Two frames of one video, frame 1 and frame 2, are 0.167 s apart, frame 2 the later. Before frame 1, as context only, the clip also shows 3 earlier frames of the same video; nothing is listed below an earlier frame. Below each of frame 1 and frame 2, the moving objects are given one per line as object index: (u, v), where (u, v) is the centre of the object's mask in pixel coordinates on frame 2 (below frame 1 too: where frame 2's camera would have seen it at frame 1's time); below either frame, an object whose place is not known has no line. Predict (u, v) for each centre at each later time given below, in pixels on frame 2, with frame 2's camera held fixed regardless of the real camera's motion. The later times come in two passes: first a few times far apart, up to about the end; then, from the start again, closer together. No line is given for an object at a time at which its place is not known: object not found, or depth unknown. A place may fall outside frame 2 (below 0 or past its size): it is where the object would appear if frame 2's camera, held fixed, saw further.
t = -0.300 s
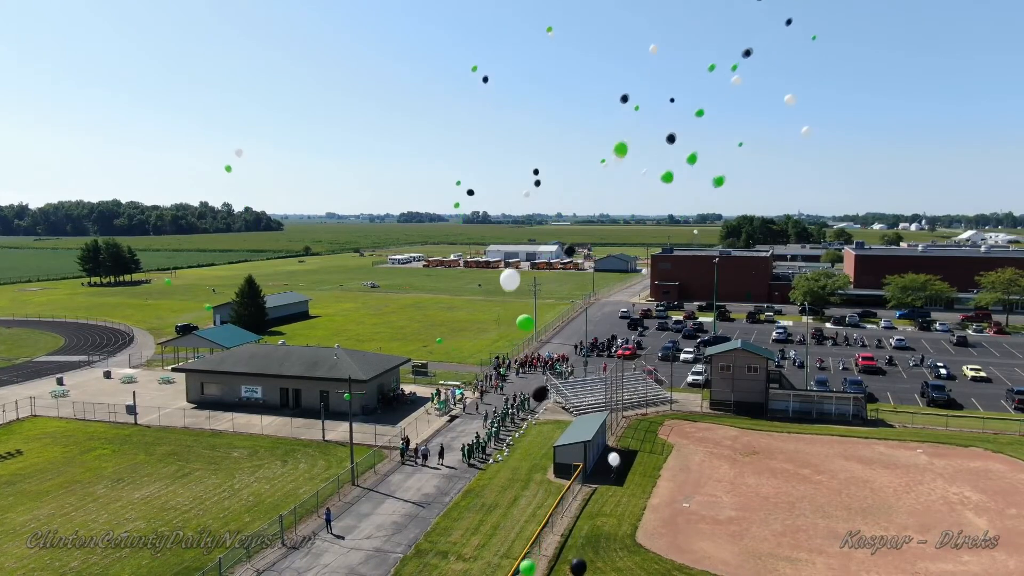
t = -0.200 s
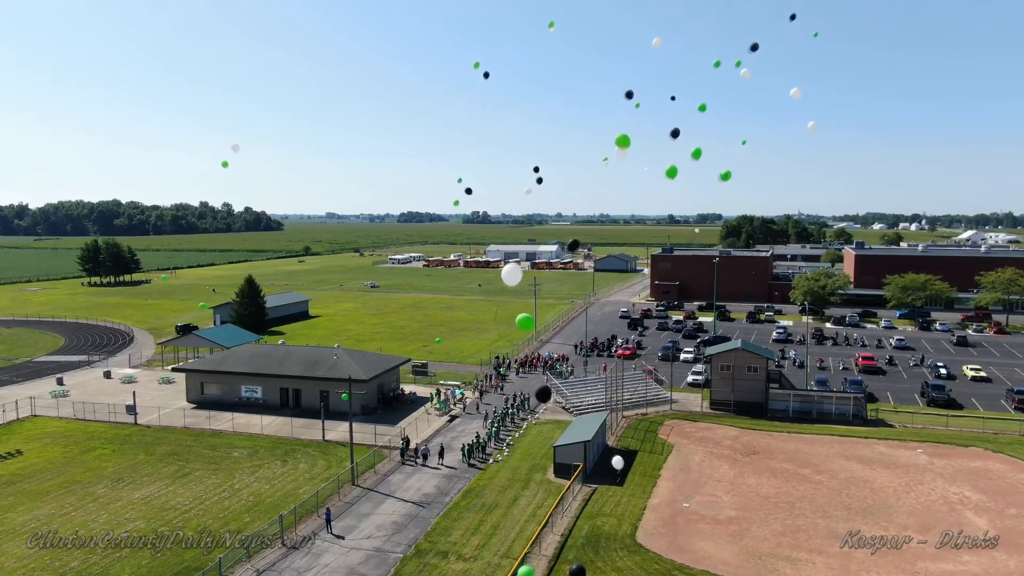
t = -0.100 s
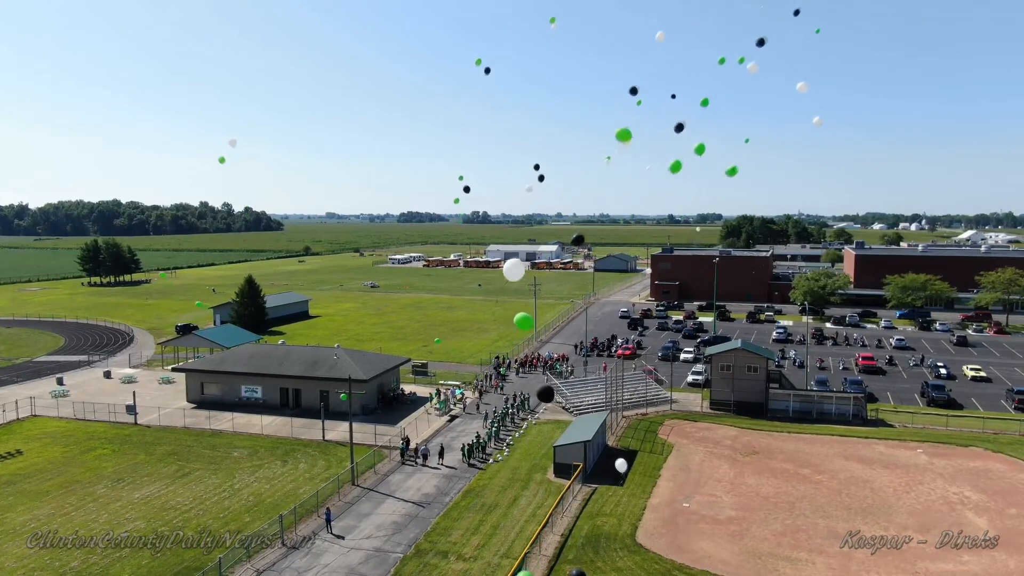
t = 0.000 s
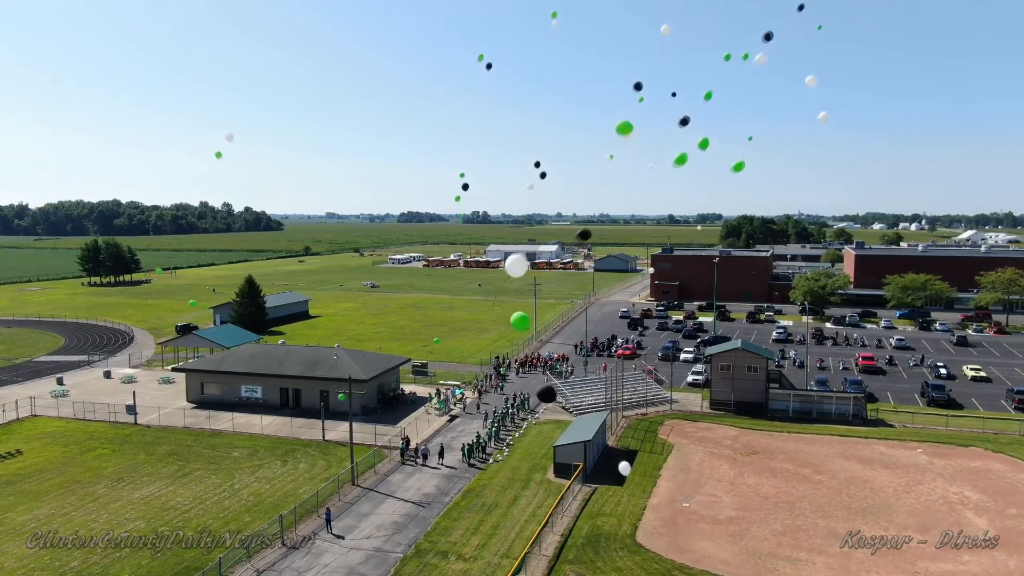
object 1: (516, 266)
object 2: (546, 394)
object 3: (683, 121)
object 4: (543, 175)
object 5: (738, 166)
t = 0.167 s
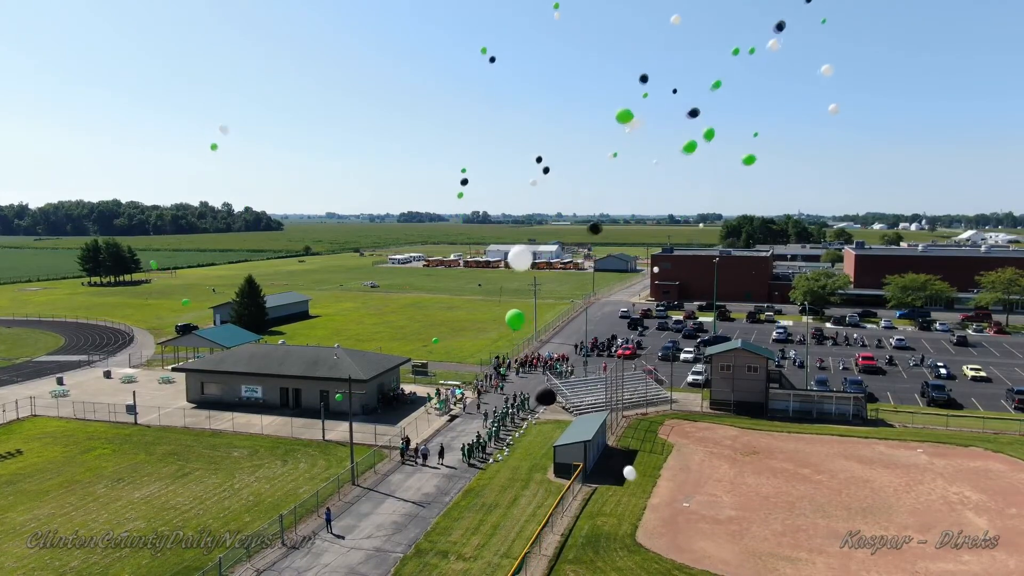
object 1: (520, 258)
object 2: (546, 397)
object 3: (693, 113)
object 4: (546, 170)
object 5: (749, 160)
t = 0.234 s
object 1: (521, 255)
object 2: (545, 398)
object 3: (697, 110)
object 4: (547, 168)
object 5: (752, 157)
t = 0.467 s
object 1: (525, 236)
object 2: (539, 405)
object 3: (712, 100)
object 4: (549, 162)
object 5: (766, 146)
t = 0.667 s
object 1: (526, 210)
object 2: (535, 406)
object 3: (727, 86)
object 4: (551, 156)
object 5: (779, 133)
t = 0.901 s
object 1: (524, 183)
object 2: (536, 409)
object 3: (743, 65)
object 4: (552, 149)
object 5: (797, 116)
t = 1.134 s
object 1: (525, 156)
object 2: (548, 423)
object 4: (555, 141)
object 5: (823, 95)
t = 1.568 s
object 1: (537, 80)
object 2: (574, 453)
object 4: (560, 128)
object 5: (869, 48)
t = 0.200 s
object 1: (521, 256)
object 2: (545, 397)
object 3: (695, 112)
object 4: (546, 169)
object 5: (751, 158)
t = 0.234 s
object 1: (521, 255)
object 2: (545, 398)
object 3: (697, 110)
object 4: (547, 168)
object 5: (752, 157)
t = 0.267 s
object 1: (522, 253)
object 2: (544, 399)
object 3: (698, 109)
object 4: (547, 167)
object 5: (754, 156)
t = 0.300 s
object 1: (523, 250)
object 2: (543, 400)
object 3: (701, 107)
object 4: (548, 166)
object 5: (756, 154)
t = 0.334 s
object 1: (523, 248)
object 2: (542, 400)
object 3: (703, 106)
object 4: (548, 165)
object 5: (758, 153)
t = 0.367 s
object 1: (524, 245)
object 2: (542, 402)
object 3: (705, 104)
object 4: (548, 164)
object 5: (760, 152)
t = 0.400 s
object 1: (524, 242)
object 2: (541, 403)
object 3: (707, 103)
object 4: (549, 164)
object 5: (762, 150)
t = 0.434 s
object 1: (525, 239)
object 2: (540, 404)
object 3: (710, 101)
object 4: (549, 163)
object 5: (764, 148)
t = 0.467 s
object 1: (525, 236)
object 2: (539, 405)
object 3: (712, 100)
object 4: (549, 162)
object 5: (766, 146)
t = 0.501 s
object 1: (525, 232)
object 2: (539, 405)
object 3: (714, 98)
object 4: (550, 161)
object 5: (768, 144)
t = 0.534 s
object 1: (525, 228)
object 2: (538, 405)
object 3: (717, 96)
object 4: (550, 160)
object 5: (770, 142)
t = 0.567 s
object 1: (525, 225)
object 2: (537, 406)
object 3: (720, 93)
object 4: (550, 159)
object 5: (772, 140)
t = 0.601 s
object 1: (525, 220)
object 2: (536, 406)
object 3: (722, 91)
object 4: (550, 158)
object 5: (774, 138)
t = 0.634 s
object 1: (525, 214)
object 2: (536, 406)
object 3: (724, 89)
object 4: (551, 157)
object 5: (777, 135)
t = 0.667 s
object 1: (526, 210)
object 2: (535, 406)
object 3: (727, 86)
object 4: (551, 156)
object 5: (779, 133)
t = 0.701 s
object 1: (526, 207)
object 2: (535, 406)
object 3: (729, 83)
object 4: (551, 155)
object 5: (782, 131)
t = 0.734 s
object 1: (525, 203)
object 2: (534, 407)
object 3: (732, 80)
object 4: (551, 154)
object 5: (783, 129)
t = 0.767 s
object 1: (525, 198)
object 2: (534, 406)
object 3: (734, 77)
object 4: (551, 154)
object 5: (786, 126)
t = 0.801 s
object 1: (525, 193)
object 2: (535, 407)
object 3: (736, 74)
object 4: (552, 152)
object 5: (789, 123)
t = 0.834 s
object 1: (525, 189)
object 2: (535, 407)
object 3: (738, 72)
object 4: (552, 151)
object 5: (792, 121)
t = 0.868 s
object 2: (535, 408)
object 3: (741, 69)
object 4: (552, 151)
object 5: (795, 118)
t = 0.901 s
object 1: (524, 183)
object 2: (536, 409)
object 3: (743, 65)
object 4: (552, 149)
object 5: (797, 116)
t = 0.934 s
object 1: (524, 178)
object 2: (537, 410)
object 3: (744, 63)
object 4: (552, 148)
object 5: (800, 114)
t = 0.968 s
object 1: (524, 174)
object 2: (539, 412)
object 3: (746, 60)
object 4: (553, 147)
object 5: (804, 111)
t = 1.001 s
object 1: (524, 171)
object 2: (541, 414)
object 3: (748, 57)
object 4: (553, 146)
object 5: (808, 108)
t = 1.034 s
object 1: (524, 168)
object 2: (543, 415)
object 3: (751, 54)
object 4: (553, 145)
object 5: (811, 105)
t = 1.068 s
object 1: (525, 165)
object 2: (544, 417)
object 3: (753, 52)
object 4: (554, 144)
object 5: (814, 103)
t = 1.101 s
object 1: (525, 160)
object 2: (545, 420)
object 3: (754, 49)
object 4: (554, 143)
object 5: (818, 99)
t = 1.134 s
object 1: (525, 156)
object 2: (548, 423)
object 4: (555, 141)
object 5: (823, 95)
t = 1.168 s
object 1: (526, 152)
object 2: (549, 424)
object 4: (555, 140)
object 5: (826, 93)
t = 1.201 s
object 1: (526, 150)
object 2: (551, 427)
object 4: (555, 139)
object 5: (831, 89)
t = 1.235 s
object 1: (526, 145)
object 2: (553, 430)
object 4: (556, 138)
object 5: (834, 86)
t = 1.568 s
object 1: (537, 80)
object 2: (574, 453)
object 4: (560, 128)
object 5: (869, 48)
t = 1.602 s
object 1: (538, 69)
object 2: (576, 456)
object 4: (561, 127)
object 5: (872, 44)
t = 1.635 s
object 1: (539, 56)
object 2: (578, 459)
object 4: (562, 126)
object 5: (875, 41)
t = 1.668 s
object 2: (579, 461)
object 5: (878, 38)
